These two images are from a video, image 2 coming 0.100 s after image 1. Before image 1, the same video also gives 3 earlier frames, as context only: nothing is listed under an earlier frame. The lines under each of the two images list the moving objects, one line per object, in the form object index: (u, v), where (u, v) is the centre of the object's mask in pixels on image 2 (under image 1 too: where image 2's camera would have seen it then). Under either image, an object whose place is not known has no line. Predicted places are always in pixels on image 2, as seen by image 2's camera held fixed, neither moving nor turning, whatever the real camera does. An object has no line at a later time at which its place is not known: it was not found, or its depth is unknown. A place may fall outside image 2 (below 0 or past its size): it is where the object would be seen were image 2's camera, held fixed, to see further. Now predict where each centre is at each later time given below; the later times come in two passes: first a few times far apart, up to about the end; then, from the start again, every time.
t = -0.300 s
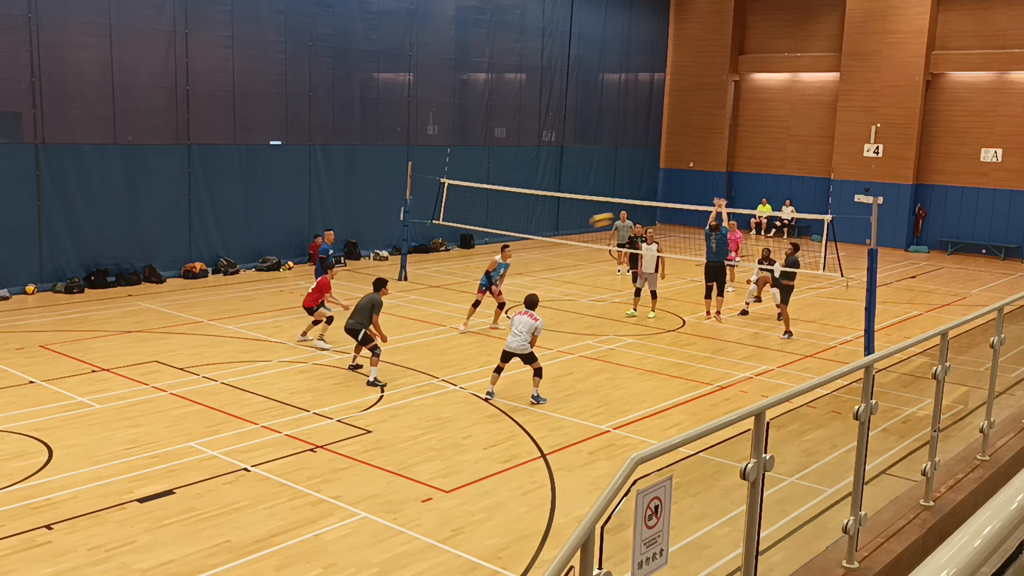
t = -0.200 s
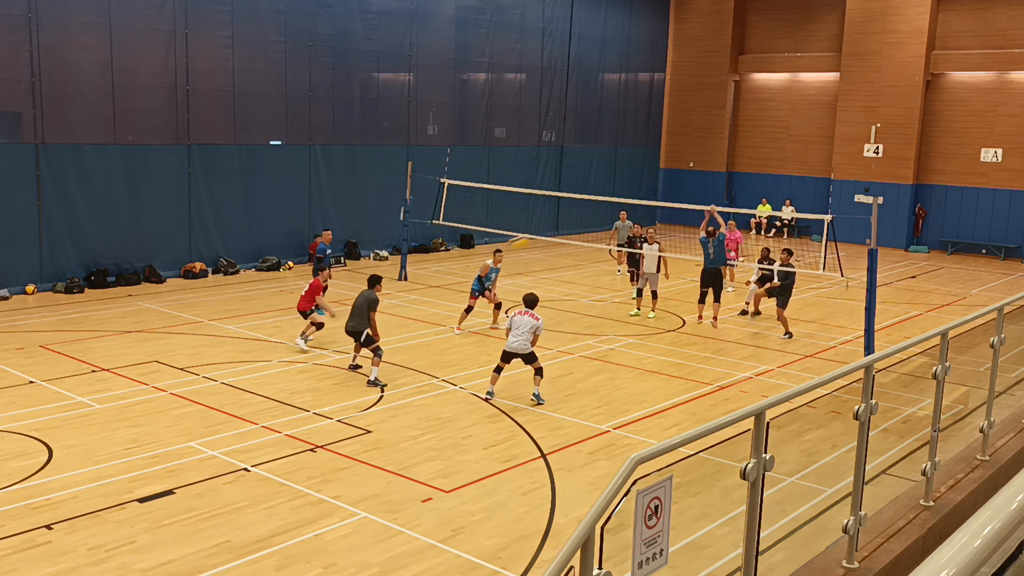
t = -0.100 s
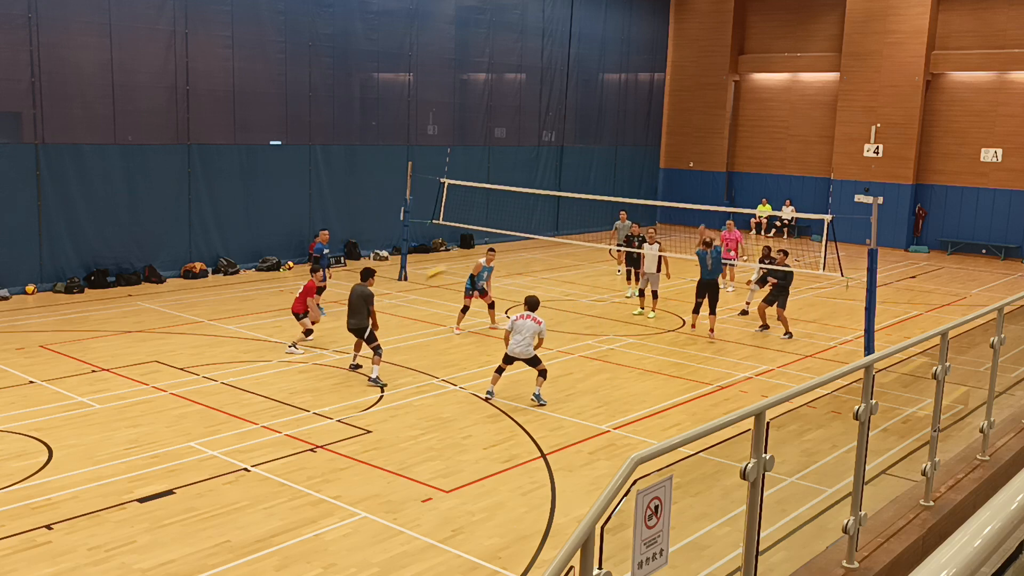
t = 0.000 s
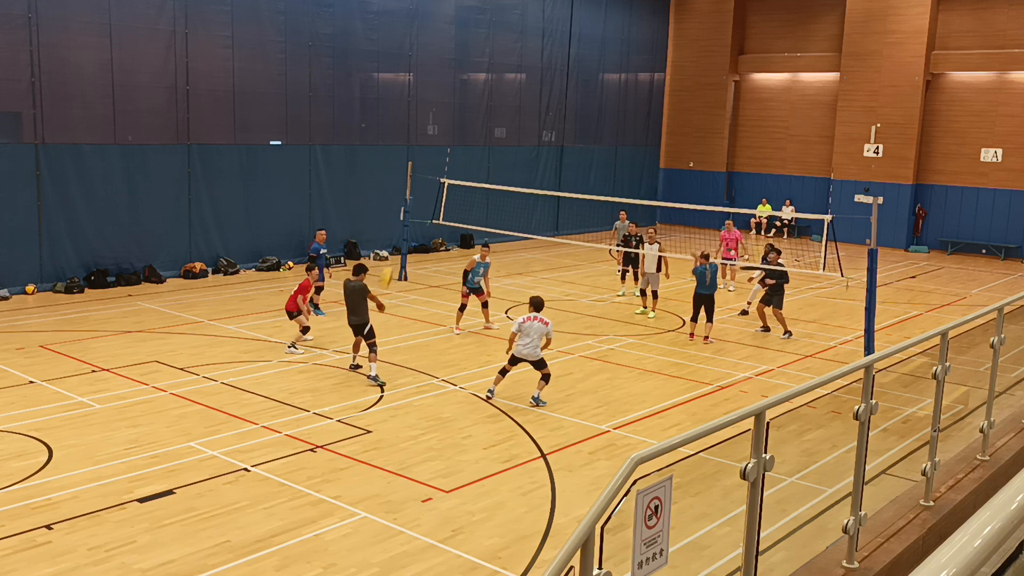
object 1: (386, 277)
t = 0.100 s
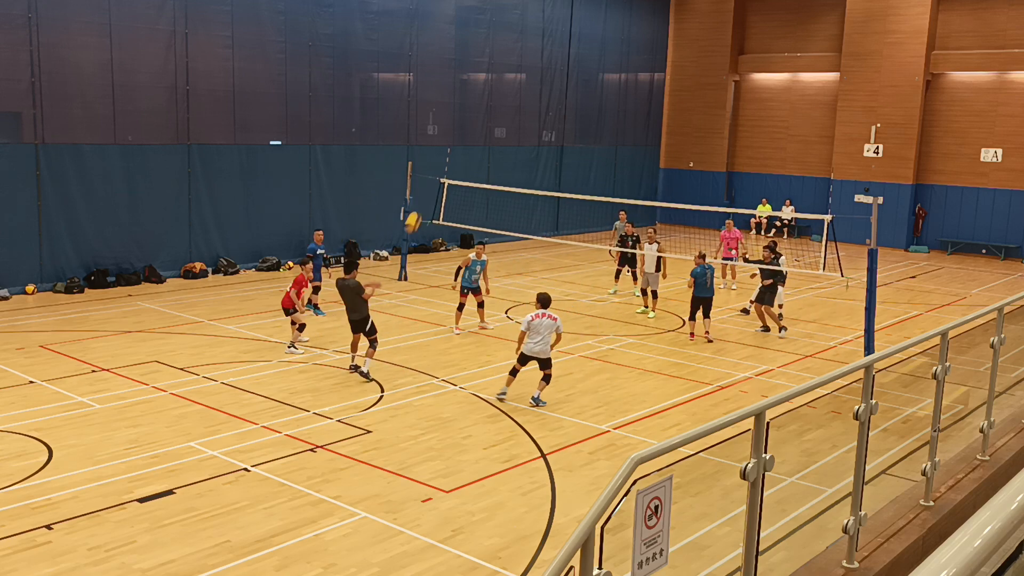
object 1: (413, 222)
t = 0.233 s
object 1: (447, 159)
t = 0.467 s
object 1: (501, 77)
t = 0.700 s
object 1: (552, 33)
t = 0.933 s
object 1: (598, 24)
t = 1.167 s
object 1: (639, 49)
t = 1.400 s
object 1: (676, 104)
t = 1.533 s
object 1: (696, 148)
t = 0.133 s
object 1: (422, 205)
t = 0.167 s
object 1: (430, 189)
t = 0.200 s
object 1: (438, 174)
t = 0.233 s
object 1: (447, 159)
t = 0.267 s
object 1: (455, 144)
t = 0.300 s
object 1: (463, 131)
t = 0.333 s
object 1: (471, 119)
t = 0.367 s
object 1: (478, 108)
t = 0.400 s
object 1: (486, 96)
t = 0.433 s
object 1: (494, 86)
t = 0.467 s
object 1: (501, 77)
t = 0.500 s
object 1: (509, 68)
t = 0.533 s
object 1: (516, 60)
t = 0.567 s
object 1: (523, 54)
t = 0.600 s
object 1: (531, 47)
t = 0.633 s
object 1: (538, 42)
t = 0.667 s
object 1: (545, 37)
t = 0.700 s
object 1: (552, 33)
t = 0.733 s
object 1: (558, 29)
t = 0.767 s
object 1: (566, 26)
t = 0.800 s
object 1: (572, 25)
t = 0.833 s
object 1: (578, 24)
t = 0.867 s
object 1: (585, 23)
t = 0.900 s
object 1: (591, 23)
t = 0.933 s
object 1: (598, 24)
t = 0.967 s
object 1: (604, 25)
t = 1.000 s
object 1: (610, 28)
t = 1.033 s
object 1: (616, 31)
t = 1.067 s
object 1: (622, 35)
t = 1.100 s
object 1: (628, 39)
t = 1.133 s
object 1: (634, 43)
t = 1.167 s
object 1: (639, 49)
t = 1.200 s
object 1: (645, 55)
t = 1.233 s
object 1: (651, 62)
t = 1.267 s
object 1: (656, 69)
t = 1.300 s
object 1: (661, 77)
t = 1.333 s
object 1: (667, 86)
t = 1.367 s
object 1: (671, 95)
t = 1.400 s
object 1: (676, 104)
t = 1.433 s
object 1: (681, 115)
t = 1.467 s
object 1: (687, 125)
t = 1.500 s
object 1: (691, 136)
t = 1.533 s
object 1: (696, 148)
